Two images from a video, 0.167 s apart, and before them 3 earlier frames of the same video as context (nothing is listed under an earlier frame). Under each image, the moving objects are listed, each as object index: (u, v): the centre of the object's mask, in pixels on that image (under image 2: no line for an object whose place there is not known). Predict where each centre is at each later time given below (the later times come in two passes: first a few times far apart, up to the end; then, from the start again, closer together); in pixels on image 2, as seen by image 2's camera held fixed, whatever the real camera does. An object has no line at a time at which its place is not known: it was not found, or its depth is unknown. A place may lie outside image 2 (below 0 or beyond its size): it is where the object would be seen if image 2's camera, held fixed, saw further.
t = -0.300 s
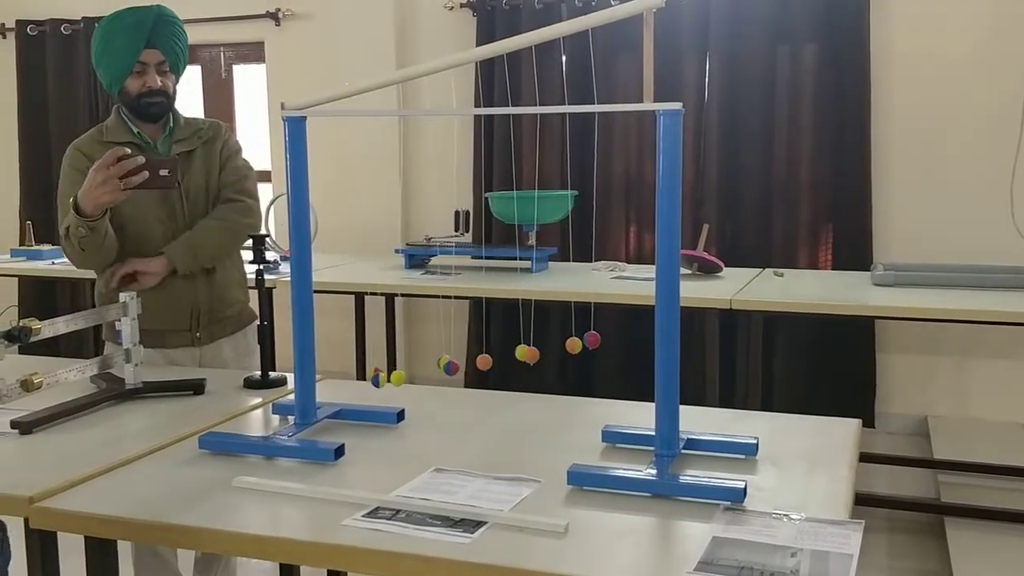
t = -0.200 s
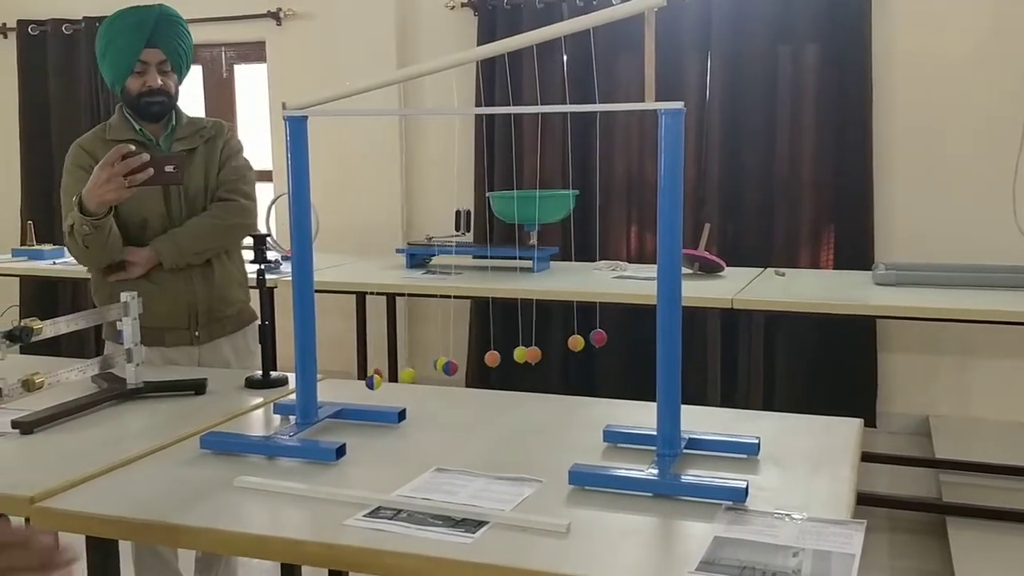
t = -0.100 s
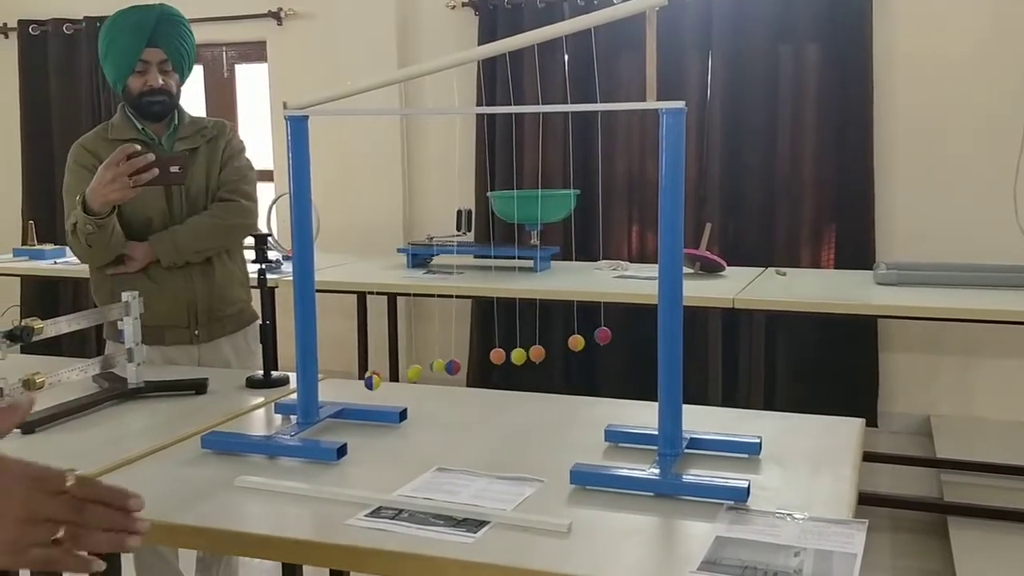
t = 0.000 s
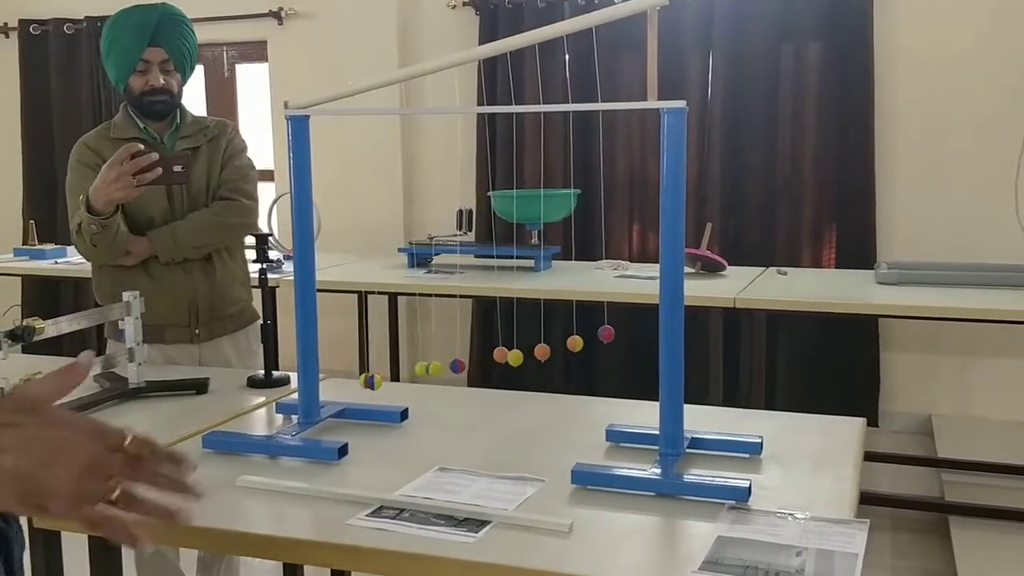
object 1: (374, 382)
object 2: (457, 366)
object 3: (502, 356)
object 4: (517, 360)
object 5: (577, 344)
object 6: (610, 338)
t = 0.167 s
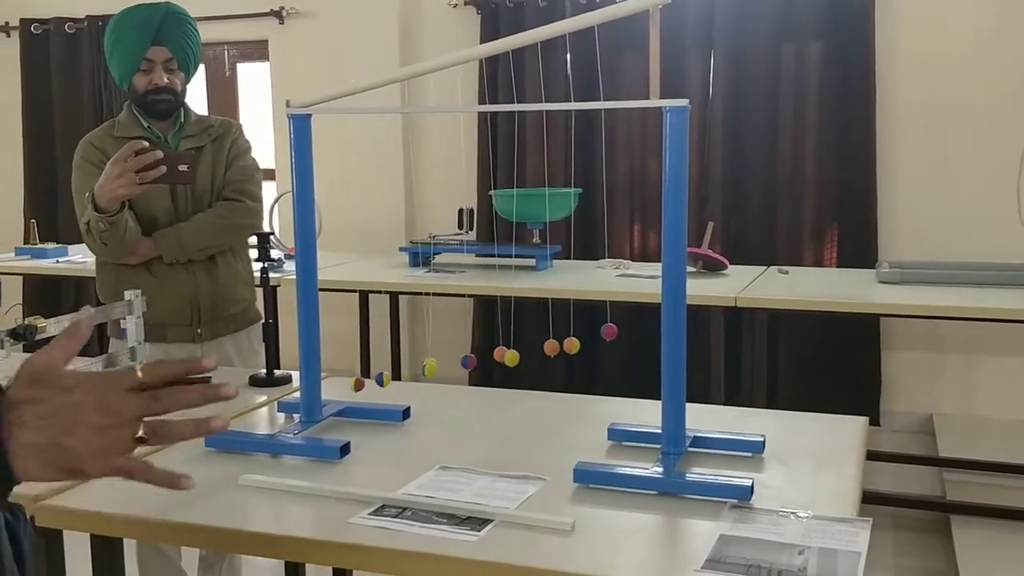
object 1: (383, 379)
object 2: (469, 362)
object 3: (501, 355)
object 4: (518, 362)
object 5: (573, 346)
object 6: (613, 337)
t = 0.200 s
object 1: (385, 379)
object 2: (470, 361)
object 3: (500, 356)
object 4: (517, 362)
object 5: (573, 347)
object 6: (613, 337)
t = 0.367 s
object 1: (396, 374)
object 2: (477, 357)
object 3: (494, 359)
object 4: (512, 358)
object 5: (569, 348)
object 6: (610, 339)
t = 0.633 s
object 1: (403, 367)
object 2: (473, 356)
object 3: (483, 362)
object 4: (522, 353)
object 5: (572, 348)
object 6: (600, 341)
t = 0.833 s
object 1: (398, 368)
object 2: (466, 363)
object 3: (484, 362)
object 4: (527, 350)
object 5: (578, 346)
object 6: (601, 342)
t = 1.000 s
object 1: (390, 376)
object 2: (458, 366)
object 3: (491, 360)
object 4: (528, 350)
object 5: (582, 342)
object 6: (605, 340)
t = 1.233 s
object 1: (378, 380)
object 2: (456, 366)
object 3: (502, 355)
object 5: (580, 342)
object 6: (611, 335)
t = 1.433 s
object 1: (378, 381)
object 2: (465, 363)
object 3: (503, 353)
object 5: (574, 345)
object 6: (611, 334)
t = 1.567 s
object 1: (384, 379)
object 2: (473, 360)
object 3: (499, 355)
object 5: (571, 347)
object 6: (609, 335)
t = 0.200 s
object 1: (385, 379)
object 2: (470, 361)
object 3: (500, 356)
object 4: (517, 362)
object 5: (573, 347)
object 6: (613, 337)
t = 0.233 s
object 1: (387, 378)
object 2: (472, 360)
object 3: (499, 356)
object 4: (512, 360)
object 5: (572, 347)
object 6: (613, 337)
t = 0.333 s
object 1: (394, 375)
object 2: (476, 358)
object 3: (496, 359)
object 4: (512, 358)
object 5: (569, 348)
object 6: (611, 338)
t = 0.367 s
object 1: (396, 374)
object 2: (477, 357)
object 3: (494, 359)
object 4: (512, 358)
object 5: (569, 348)
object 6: (610, 339)
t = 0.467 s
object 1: (401, 371)
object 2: (477, 356)
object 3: (489, 360)
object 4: (515, 356)
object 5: (569, 348)
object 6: (604, 339)
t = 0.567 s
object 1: (403, 368)
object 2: (475, 355)
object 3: (484, 362)
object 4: (519, 355)
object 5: (570, 348)
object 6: (601, 340)
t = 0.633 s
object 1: (403, 367)
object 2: (473, 356)
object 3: (483, 362)
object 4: (522, 353)
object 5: (572, 348)
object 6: (600, 341)
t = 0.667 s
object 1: (403, 367)
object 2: (472, 358)
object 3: (482, 362)
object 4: (523, 353)
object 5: (573, 348)
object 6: (599, 341)
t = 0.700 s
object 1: (403, 366)
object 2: (470, 359)
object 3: (482, 362)
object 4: (524, 352)
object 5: (574, 347)
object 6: (598, 341)
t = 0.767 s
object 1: (401, 367)
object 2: (468, 361)
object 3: (482, 362)
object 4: (526, 351)
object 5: (576, 347)
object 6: (598, 341)
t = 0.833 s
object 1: (398, 368)
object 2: (466, 363)
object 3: (484, 362)
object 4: (527, 350)
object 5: (578, 346)
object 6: (601, 342)
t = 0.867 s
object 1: (396, 368)
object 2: (464, 364)
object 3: (485, 363)
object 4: (528, 349)
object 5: (579, 345)
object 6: (602, 342)
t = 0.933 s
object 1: (391, 373)
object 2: (461, 365)
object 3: (488, 362)
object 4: (528, 350)
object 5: (581, 343)
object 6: (603, 341)
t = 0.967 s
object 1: (392, 375)
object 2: (460, 365)
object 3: (490, 362)
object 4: (528, 350)
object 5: (581, 343)
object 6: (602, 339)
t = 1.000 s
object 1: (390, 376)
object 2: (458, 366)
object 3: (491, 360)
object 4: (528, 350)
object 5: (582, 342)
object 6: (605, 340)
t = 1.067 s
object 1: (385, 378)
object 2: (456, 366)
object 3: (495, 359)
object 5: (582, 342)
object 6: (607, 339)
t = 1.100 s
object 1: (383, 378)
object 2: (456, 366)
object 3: (497, 359)
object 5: (582, 341)
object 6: (606, 337)
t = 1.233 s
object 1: (378, 380)
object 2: (456, 366)
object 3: (502, 355)
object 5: (580, 342)
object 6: (611, 335)
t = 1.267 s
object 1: (377, 380)
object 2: (457, 366)
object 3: (503, 354)
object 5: (579, 342)
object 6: (611, 335)
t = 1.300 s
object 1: (377, 381)
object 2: (459, 365)
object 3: (504, 355)
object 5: (578, 343)
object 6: (612, 334)
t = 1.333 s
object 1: (376, 381)
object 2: (460, 365)
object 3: (504, 354)
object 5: (577, 343)
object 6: (612, 334)
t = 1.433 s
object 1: (378, 381)
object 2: (465, 363)
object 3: (503, 353)
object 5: (574, 345)
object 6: (611, 334)
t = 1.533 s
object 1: (382, 380)
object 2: (470, 361)
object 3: (500, 354)
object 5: (571, 347)
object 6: (610, 335)
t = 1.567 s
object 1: (384, 379)
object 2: (473, 360)
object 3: (499, 355)
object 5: (571, 347)
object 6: (609, 335)
